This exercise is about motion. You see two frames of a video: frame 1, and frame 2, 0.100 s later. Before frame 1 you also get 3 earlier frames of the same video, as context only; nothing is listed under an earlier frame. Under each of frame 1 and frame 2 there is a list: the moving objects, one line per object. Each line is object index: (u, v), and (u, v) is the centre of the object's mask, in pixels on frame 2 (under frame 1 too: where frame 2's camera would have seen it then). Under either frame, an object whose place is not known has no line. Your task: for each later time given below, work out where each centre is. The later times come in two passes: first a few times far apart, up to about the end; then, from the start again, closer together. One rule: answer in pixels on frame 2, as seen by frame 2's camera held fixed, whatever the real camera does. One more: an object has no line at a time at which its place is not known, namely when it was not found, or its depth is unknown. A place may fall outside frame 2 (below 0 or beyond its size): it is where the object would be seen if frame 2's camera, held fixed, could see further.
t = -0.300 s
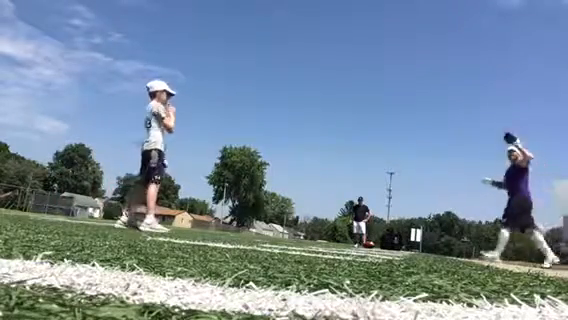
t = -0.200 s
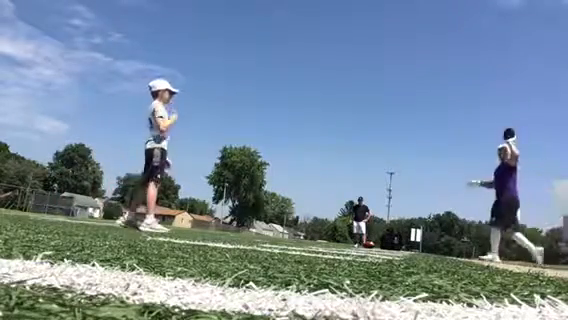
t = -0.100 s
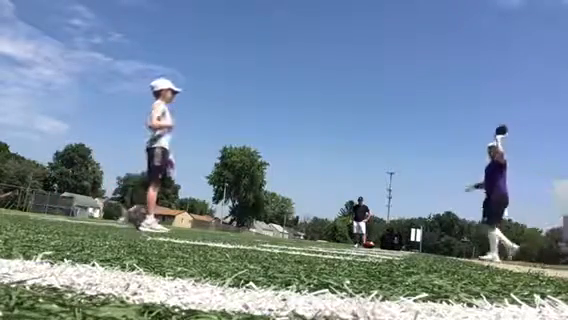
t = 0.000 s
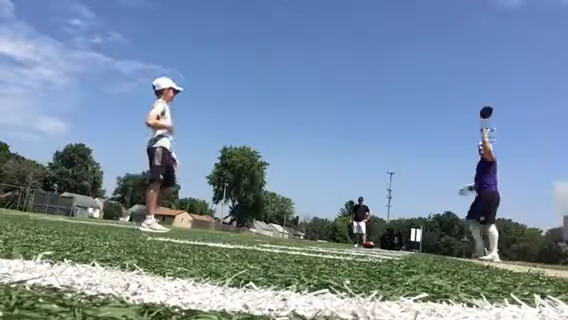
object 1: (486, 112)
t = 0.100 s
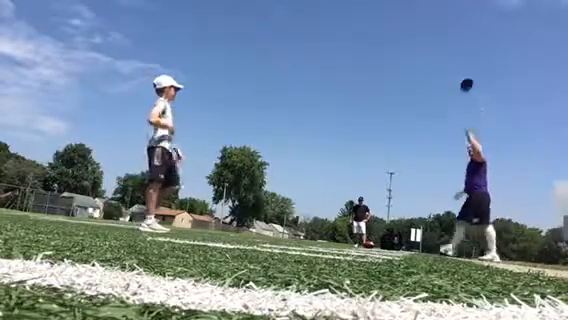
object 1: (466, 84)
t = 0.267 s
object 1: (431, 50)
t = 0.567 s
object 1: (350, 28)
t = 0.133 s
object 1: (460, 76)
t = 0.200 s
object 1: (446, 62)
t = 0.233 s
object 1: (438, 55)
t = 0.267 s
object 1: (431, 50)
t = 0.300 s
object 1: (423, 44)
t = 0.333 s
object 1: (415, 40)
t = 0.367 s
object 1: (406, 36)
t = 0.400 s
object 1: (397, 33)
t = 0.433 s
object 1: (388, 30)
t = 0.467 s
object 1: (380, 28)
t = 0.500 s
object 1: (370, 27)
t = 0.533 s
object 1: (360, 27)
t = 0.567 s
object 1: (350, 28)
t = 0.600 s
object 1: (338, 30)
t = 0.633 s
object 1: (327, 33)
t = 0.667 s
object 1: (315, 36)
